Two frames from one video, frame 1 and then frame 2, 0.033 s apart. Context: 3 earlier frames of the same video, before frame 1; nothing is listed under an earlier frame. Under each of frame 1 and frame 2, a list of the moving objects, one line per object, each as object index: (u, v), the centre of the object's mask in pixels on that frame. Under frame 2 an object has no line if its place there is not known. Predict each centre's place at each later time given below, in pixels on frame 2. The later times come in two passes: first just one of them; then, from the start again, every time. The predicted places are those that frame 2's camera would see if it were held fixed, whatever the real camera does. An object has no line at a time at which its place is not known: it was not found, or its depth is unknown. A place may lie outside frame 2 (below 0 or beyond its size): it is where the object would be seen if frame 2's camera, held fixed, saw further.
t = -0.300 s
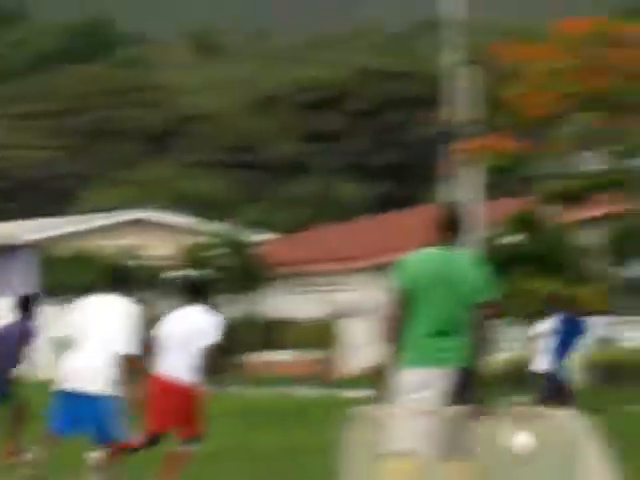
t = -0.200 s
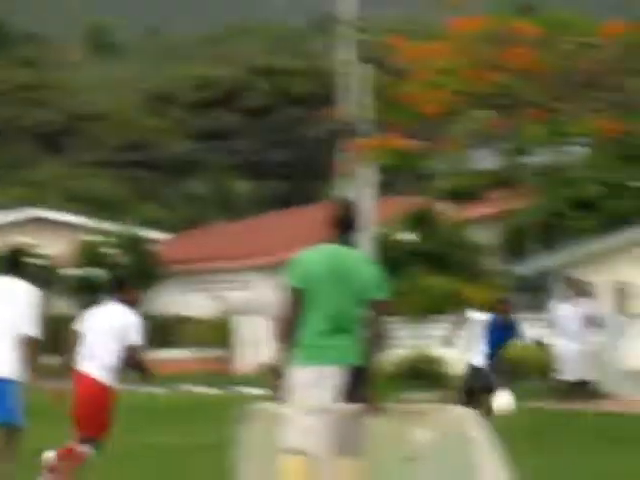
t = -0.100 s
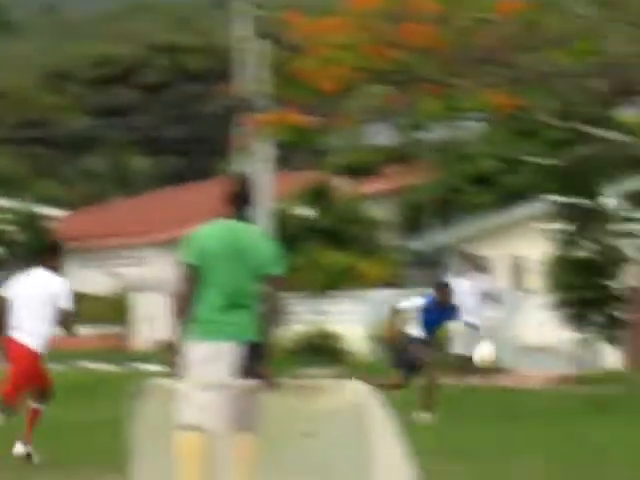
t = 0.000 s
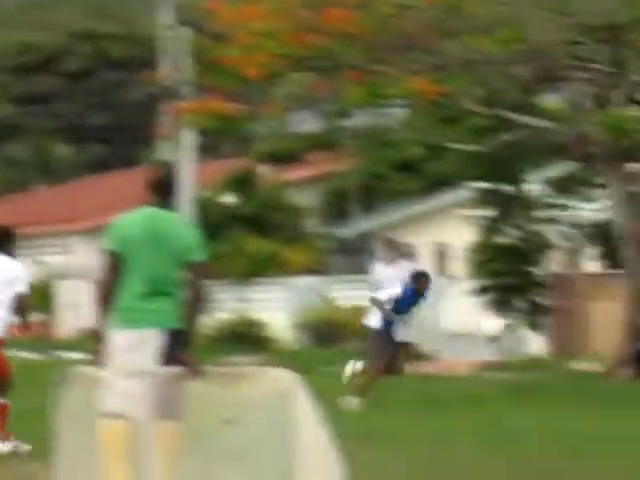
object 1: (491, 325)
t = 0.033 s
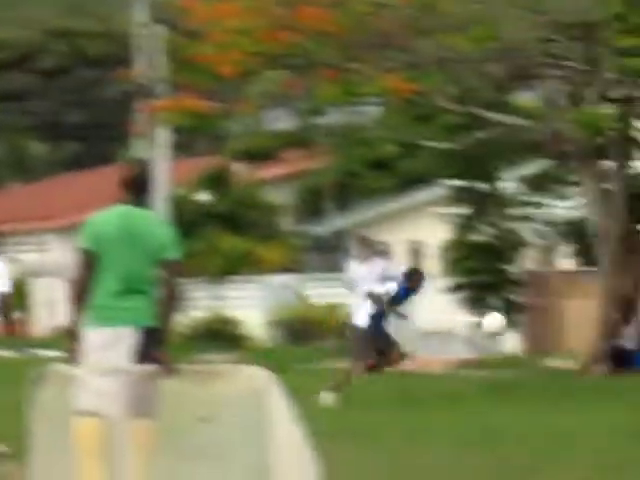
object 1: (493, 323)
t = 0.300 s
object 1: (706, 355)
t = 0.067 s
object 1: (520, 322)
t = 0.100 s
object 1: (547, 323)
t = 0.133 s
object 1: (573, 325)
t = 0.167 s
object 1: (601, 330)
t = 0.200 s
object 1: (627, 334)
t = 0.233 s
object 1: (653, 340)
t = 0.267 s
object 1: (679, 346)
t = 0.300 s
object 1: (706, 355)
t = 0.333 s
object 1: (732, 364)
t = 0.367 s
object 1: (758, 375)
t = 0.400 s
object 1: (785, 388)
